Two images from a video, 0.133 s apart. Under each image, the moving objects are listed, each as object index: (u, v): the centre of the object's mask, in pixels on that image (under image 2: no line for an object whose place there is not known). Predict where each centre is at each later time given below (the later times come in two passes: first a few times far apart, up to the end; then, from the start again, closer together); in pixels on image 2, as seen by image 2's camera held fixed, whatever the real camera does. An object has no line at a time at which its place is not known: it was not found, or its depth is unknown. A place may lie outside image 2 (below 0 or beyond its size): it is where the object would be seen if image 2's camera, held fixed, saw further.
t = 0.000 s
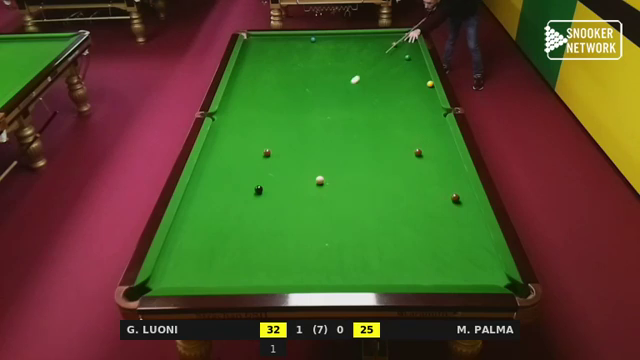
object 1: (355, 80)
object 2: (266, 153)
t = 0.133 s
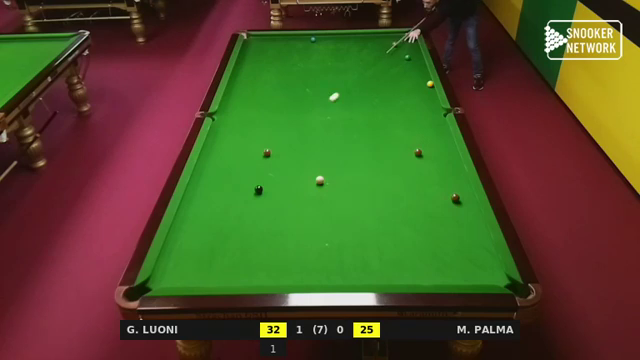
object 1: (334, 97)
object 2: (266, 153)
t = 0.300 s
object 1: (303, 121)
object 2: (266, 153)
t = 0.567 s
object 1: (264, 149)
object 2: (247, 174)
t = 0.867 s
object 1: (238, 159)
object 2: (193, 230)
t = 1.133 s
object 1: (212, 171)
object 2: (162, 280)
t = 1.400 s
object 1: (197, 181)
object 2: (181, 251)
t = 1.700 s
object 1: (210, 189)
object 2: (200, 217)
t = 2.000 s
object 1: (228, 195)
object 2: (209, 191)
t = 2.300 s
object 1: (253, 197)
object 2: (208, 173)
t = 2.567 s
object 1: (274, 199)
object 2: (207, 158)
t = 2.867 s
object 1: (298, 200)
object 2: (207, 144)
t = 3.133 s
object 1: (317, 202)
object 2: (213, 134)
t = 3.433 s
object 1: (338, 203)
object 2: (219, 124)
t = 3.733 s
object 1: (357, 204)
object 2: (225, 115)
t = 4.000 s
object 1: (373, 205)
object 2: (229, 108)
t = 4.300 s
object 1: (390, 206)
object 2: (233, 101)
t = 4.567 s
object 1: (404, 206)
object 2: (236, 96)
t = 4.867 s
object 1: (418, 207)
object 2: (240, 91)
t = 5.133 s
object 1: (429, 208)
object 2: (243, 86)
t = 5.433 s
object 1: (441, 209)
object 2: (245, 82)
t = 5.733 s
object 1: (450, 209)
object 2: (247, 79)
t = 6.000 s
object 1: (458, 210)
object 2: (249, 76)
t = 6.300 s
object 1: (465, 210)
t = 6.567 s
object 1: (469, 211)
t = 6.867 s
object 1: (473, 211)
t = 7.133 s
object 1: (475, 211)
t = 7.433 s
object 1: (475, 211)
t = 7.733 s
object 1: (475, 211)
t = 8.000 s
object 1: (475, 211)
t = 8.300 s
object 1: (475, 211)
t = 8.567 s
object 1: (475, 211)
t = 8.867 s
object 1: (475, 211)
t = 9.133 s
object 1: (475, 211)
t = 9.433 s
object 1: (475, 211)
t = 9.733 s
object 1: (475, 211)
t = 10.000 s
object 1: (475, 211)
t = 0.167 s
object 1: (328, 101)
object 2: (266, 153)
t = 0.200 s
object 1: (322, 106)
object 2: (266, 153)
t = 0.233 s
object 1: (316, 111)
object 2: (266, 153)
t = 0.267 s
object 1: (310, 116)
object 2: (266, 153)
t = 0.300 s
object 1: (303, 121)
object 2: (266, 153)
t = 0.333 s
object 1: (297, 127)
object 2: (266, 153)
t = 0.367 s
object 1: (290, 132)
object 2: (266, 153)
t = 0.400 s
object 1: (282, 138)
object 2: (266, 153)
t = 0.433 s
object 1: (275, 144)
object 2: (266, 153)
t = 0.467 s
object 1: (270, 148)
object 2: (264, 156)
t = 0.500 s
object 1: (268, 148)
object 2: (259, 161)
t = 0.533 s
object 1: (266, 149)
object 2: (252, 167)
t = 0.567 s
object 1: (264, 149)
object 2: (247, 174)
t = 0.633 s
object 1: (259, 150)
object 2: (235, 186)
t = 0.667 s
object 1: (257, 151)
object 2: (228, 193)
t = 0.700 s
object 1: (254, 152)
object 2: (223, 199)
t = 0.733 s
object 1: (251, 153)
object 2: (217, 205)
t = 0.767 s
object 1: (247, 155)
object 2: (211, 211)
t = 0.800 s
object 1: (244, 156)
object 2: (205, 217)
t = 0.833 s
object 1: (241, 158)
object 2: (199, 223)
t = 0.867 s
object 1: (238, 159)
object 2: (193, 230)
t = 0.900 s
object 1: (235, 161)
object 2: (187, 236)
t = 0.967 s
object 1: (228, 164)
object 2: (173, 250)
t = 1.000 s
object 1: (225, 165)
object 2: (166, 257)
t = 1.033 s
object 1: (222, 166)
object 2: (160, 264)
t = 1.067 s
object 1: (218, 168)
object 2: (161, 270)
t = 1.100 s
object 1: (215, 169)
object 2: (162, 275)
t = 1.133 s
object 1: (212, 171)
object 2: (162, 280)
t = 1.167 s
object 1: (209, 172)
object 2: (163, 282)
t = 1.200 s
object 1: (205, 173)
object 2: (166, 279)
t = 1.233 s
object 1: (202, 175)
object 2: (170, 273)
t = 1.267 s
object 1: (199, 176)
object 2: (172, 269)
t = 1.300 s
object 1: (195, 178)
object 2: (174, 264)
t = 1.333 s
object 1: (194, 179)
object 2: (177, 260)
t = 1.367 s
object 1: (196, 180)
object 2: (179, 255)
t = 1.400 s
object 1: (197, 181)
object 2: (181, 251)
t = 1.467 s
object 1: (200, 183)
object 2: (186, 243)
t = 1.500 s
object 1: (201, 184)
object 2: (188, 239)
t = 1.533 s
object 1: (203, 184)
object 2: (190, 235)
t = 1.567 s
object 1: (204, 185)
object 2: (192, 231)
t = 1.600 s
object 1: (206, 186)
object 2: (194, 228)
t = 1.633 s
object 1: (207, 187)
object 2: (196, 224)
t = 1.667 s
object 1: (209, 188)
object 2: (198, 221)
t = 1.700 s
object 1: (210, 189)
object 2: (200, 217)
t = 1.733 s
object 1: (211, 190)
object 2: (202, 213)
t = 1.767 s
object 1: (213, 191)
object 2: (203, 210)
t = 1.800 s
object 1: (214, 192)
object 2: (205, 207)
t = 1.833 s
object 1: (216, 192)
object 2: (207, 204)
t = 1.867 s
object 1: (217, 193)
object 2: (208, 200)
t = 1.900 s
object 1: (219, 194)
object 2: (210, 197)
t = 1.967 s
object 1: (225, 194)
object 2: (209, 193)
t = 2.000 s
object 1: (228, 195)
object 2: (209, 191)
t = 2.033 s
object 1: (231, 195)
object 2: (209, 189)
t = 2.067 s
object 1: (233, 195)
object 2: (209, 187)
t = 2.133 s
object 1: (239, 196)
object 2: (208, 183)
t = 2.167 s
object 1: (242, 196)
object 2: (208, 180)
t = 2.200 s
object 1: (244, 196)
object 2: (208, 179)
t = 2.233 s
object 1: (247, 196)
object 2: (208, 176)
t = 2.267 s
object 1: (250, 197)
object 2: (208, 174)
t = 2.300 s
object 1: (253, 197)
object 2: (208, 173)
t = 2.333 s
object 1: (255, 197)
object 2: (208, 171)
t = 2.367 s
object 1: (258, 197)
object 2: (207, 169)
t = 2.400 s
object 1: (261, 198)
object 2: (208, 167)
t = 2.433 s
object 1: (264, 198)
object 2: (207, 165)
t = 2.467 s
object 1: (267, 198)
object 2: (207, 164)
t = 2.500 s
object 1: (269, 198)
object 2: (207, 161)
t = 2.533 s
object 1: (272, 198)
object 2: (207, 160)
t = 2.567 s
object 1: (274, 199)
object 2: (207, 158)
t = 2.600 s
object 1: (277, 199)
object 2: (207, 156)
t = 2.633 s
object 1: (280, 199)
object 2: (207, 155)
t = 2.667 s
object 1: (282, 199)
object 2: (207, 153)
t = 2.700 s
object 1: (285, 199)
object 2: (207, 152)
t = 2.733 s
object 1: (287, 200)
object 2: (207, 150)
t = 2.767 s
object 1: (290, 200)
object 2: (207, 148)
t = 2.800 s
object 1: (293, 200)
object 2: (206, 147)
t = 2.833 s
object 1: (295, 200)
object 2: (206, 145)
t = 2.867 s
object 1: (298, 200)
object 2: (207, 144)
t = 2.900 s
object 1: (300, 201)
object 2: (207, 143)
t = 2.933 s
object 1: (303, 201)
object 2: (209, 141)
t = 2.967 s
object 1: (305, 201)
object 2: (209, 140)
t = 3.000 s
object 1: (308, 201)
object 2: (210, 139)
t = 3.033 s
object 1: (310, 201)
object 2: (211, 137)
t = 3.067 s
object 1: (312, 201)
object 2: (212, 136)
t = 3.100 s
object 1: (315, 201)
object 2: (212, 135)
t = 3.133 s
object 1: (317, 202)
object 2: (213, 134)
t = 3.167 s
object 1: (320, 202)
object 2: (214, 132)
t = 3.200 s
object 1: (322, 202)
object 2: (215, 131)
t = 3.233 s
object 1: (324, 202)
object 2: (215, 130)
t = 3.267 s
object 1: (326, 202)
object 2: (216, 129)
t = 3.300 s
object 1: (329, 202)
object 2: (217, 128)
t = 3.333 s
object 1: (331, 203)
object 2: (217, 127)
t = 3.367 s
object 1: (333, 203)
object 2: (218, 126)
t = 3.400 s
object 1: (336, 203)
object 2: (219, 125)
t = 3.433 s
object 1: (338, 203)
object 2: (219, 124)
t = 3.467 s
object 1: (340, 203)
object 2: (220, 123)
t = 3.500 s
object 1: (342, 203)
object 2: (220, 122)
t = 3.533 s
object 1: (344, 203)
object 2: (221, 121)
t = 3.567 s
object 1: (346, 203)
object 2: (222, 120)
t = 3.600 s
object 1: (349, 203)
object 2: (223, 119)
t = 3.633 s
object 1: (351, 204)
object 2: (223, 118)
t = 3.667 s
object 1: (353, 204)
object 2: (224, 117)
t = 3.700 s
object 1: (355, 204)
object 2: (224, 116)
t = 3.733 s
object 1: (357, 204)
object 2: (225, 115)
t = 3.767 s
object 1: (359, 204)
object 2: (226, 114)
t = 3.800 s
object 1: (361, 204)
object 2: (226, 113)
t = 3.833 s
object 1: (363, 204)
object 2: (227, 112)
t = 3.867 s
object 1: (365, 204)
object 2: (227, 111)
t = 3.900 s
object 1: (367, 204)
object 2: (228, 111)
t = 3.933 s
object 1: (369, 204)
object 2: (228, 110)
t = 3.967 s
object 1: (371, 205)
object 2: (228, 109)
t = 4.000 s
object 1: (373, 205)
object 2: (229, 108)
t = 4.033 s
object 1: (375, 205)
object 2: (229, 107)
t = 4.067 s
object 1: (377, 205)
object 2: (230, 107)
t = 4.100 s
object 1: (379, 205)
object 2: (231, 106)
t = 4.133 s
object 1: (381, 205)
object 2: (231, 105)
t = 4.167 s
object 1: (383, 205)
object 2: (231, 104)
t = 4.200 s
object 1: (385, 205)
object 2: (232, 103)
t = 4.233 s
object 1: (386, 205)
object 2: (232, 103)
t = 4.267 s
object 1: (388, 206)
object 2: (233, 102)
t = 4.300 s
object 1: (390, 206)
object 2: (233, 101)
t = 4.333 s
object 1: (392, 206)
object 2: (234, 101)
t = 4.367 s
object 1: (394, 206)
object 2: (234, 100)
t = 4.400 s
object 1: (395, 206)
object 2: (234, 99)
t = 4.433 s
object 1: (397, 206)
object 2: (235, 99)
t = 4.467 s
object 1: (399, 206)
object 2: (235, 98)
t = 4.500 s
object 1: (400, 206)
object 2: (236, 97)
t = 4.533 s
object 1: (402, 206)
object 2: (236, 97)
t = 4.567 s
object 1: (404, 206)
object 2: (236, 96)
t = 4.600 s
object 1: (405, 206)
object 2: (237, 95)
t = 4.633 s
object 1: (407, 206)
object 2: (237, 94)
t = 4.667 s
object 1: (409, 207)
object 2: (238, 94)
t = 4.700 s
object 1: (410, 207)
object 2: (238, 93)
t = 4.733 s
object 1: (412, 207)
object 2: (238, 93)
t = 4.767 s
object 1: (413, 207)
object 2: (239, 92)
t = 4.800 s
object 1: (415, 207)
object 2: (239, 92)
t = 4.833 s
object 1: (416, 207)
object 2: (240, 91)
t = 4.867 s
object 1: (418, 207)
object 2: (240, 91)
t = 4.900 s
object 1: (419, 207)
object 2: (240, 90)
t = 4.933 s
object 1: (421, 207)
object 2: (240, 89)
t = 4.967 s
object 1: (422, 207)
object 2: (241, 89)
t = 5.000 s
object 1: (424, 207)
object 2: (241, 88)
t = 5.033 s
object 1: (425, 208)
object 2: (242, 88)
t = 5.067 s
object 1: (427, 208)
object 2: (242, 87)
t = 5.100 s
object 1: (428, 208)
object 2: (242, 87)
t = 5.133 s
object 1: (429, 208)
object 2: (243, 86)
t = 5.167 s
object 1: (430, 208)
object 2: (243, 86)
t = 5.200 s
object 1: (432, 208)
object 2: (243, 85)
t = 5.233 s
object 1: (433, 208)
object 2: (243, 85)
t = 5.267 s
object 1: (435, 208)
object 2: (244, 84)
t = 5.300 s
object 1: (436, 208)
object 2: (244, 84)
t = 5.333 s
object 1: (437, 208)
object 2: (244, 84)
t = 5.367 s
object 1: (438, 209)
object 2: (245, 83)
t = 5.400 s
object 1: (439, 208)
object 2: (245, 83)
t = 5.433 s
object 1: (441, 209)
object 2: (245, 82)
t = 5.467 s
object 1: (442, 209)
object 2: (245, 82)
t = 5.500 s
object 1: (443, 209)
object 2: (246, 81)
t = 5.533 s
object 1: (444, 209)
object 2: (246, 81)
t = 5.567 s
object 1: (445, 209)
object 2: (246, 81)
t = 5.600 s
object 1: (446, 209)
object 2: (246, 80)
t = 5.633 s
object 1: (447, 209)
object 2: (246, 80)
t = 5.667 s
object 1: (448, 209)
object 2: (247, 80)
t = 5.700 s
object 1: (449, 209)
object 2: (247, 79)
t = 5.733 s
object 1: (450, 209)
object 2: (247, 79)
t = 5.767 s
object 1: (452, 209)
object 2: (248, 79)
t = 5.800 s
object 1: (453, 210)
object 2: (248, 78)
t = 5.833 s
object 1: (453, 210)
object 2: (248, 78)
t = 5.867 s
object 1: (454, 210)
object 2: (248, 78)
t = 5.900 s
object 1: (455, 210)
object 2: (248, 77)
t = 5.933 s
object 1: (456, 210)
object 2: (249, 77)
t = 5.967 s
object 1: (457, 210)
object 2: (249, 77)
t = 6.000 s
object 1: (458, 210)
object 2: (249, 76)
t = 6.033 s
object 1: (459, 210)
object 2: (249, 76)
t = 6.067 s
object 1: (460, 210)
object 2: (249, 76)
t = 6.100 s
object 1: (460, 210)
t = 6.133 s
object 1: (461, 210)
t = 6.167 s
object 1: (462, 210)
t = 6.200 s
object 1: (463, 210)
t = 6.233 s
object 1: (463, 210)
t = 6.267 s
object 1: (464, 210)
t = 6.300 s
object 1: (465, 210)
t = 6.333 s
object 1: (465, 210)
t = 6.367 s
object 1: (466, 210)
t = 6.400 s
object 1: (467, 211)
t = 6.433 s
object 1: (467, 211)
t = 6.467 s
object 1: (468, 211)
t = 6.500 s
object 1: (468, 211)
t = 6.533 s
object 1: (469, 211)
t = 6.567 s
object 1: (469, 211)
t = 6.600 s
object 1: (470, 211)
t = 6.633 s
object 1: (471, 211)
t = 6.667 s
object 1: (471, 211)
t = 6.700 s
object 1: (471, 211)
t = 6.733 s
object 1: (472, 211)
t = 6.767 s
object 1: (472, 211)
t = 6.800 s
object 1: (472, 211)
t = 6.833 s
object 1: (473, 211)
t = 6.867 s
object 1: (473, 211)
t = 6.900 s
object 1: (473, 211)
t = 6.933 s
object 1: (474, 211)
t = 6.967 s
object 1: (474, 211)
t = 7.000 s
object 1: (474, 211)
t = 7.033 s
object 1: (474, 211)
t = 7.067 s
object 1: (474, 211)
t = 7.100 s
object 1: (475, 211)
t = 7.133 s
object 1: (475, 211)
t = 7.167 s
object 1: (475, 211)
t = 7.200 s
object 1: (475, 211)
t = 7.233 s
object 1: (475, 211)
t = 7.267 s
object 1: (475, 211)
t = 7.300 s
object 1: (475, 211)
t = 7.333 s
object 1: (475, 211)
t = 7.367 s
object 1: (475, 211)
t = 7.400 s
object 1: (475, 211)
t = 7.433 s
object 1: (475, 211)
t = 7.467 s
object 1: (475, 211)
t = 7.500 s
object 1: (475, 211)
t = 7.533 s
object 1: (475, 211)
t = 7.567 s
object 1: (475, 211)
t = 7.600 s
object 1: (475, 211)
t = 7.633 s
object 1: (475, 211)
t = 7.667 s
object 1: (475, 211)
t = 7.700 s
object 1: (475, 211)
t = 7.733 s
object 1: (475, 211)
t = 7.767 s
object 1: (475, 211)
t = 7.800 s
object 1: (475, 211)
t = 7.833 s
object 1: (475, 211)
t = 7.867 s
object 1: (475, 211)
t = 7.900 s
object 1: (475, 211)
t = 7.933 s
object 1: (475, 211)
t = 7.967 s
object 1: (475, 211)
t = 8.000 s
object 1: (475, 211)
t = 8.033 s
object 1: (475, 211)
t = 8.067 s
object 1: (475, 211)
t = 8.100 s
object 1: (475, 211)
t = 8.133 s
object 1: (475, 211)
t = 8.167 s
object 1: (475, 211)
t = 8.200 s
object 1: (475, 211)
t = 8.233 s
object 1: (475, 211)
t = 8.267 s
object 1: (475, 211)
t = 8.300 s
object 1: (475, 211)
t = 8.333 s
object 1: (475, 211)
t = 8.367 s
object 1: (475, 211)
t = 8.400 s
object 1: (475, 211)
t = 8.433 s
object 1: (475, 211)
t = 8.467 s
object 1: (475, 211)
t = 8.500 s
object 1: (475, 211)
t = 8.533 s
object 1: (475, 211)
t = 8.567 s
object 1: (475, 211)
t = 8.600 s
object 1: (475, 211)
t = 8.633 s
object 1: (475, 211)
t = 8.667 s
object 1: (475, 211)
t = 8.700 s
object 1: (475, 211)
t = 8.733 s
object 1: (475, 211)
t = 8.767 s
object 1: (475, 211)
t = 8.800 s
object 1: (475, 211)
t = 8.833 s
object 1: (475, 211)
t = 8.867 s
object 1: (475, 211)
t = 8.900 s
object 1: (475, 211)
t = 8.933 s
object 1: (475, 211)
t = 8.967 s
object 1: (475, 211)
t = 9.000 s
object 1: (475, 211)
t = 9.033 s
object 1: (475, 211)
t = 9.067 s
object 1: (475, 211)
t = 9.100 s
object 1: (475, 211)
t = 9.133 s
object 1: (475, 211)
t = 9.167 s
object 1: (475, 211)
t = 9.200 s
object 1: (475, 211)
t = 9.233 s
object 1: (475, 211)
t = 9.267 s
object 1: (475, 211)
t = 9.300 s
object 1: (475, 211)
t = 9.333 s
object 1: (475, 211)
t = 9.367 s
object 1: (475, 211)
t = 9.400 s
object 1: (475, 211)
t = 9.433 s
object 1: (475, 211)
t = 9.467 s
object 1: (475, 211)
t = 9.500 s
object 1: (475, 211)
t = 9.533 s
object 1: (475, 211)
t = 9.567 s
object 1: (475, 211)
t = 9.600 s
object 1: (475, 211)
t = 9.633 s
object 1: (475, 211)
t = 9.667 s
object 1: (475, 211)
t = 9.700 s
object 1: (475, 211)
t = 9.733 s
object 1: (475, 211)
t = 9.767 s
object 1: (475, 211)
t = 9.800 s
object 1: (475, 211)
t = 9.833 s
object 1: (475, 211)
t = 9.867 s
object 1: (475, 211)
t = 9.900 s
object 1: (475, 211)
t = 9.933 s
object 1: (475, 211)
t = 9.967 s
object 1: (475, 211)
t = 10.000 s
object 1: (475, 211)
